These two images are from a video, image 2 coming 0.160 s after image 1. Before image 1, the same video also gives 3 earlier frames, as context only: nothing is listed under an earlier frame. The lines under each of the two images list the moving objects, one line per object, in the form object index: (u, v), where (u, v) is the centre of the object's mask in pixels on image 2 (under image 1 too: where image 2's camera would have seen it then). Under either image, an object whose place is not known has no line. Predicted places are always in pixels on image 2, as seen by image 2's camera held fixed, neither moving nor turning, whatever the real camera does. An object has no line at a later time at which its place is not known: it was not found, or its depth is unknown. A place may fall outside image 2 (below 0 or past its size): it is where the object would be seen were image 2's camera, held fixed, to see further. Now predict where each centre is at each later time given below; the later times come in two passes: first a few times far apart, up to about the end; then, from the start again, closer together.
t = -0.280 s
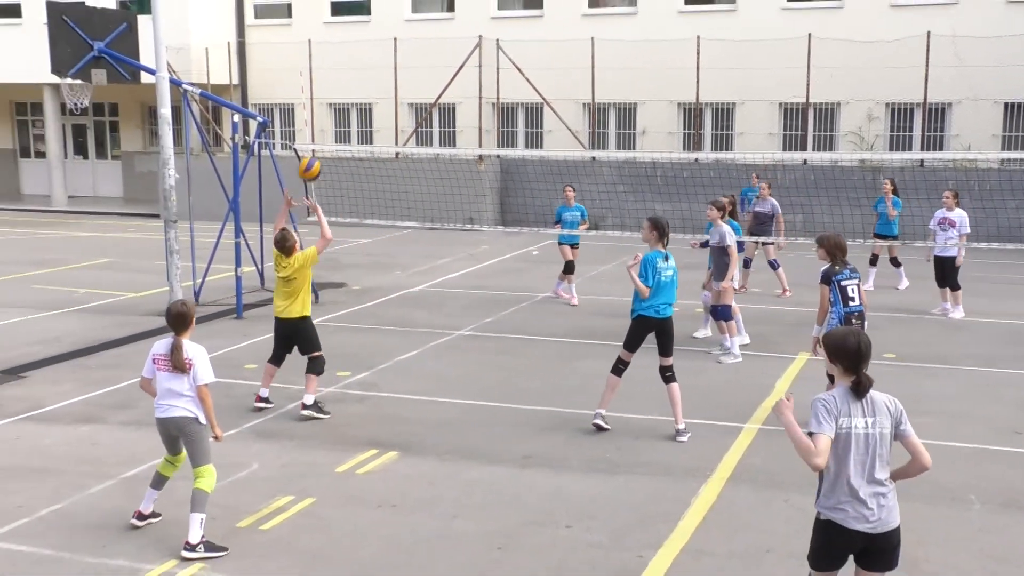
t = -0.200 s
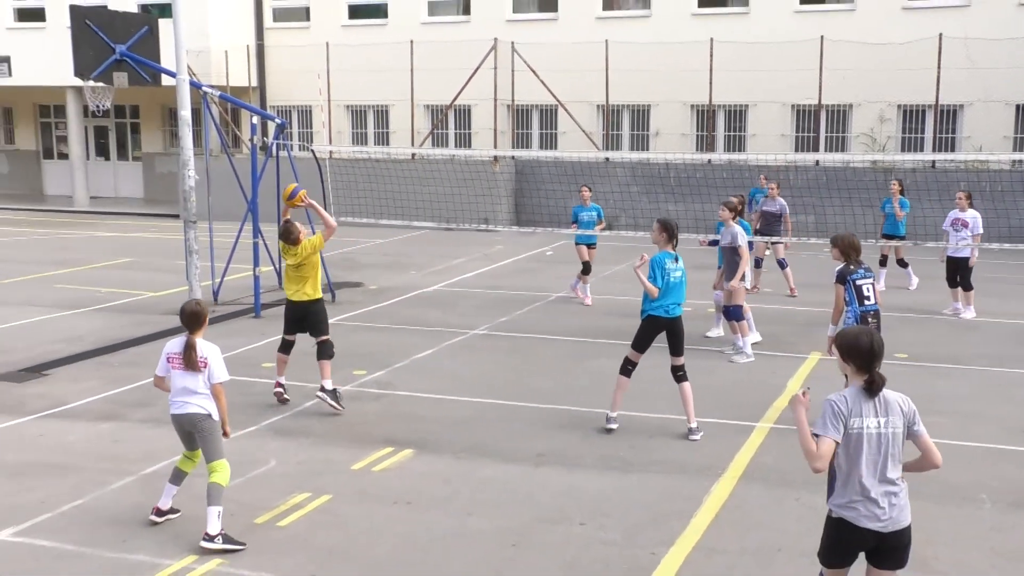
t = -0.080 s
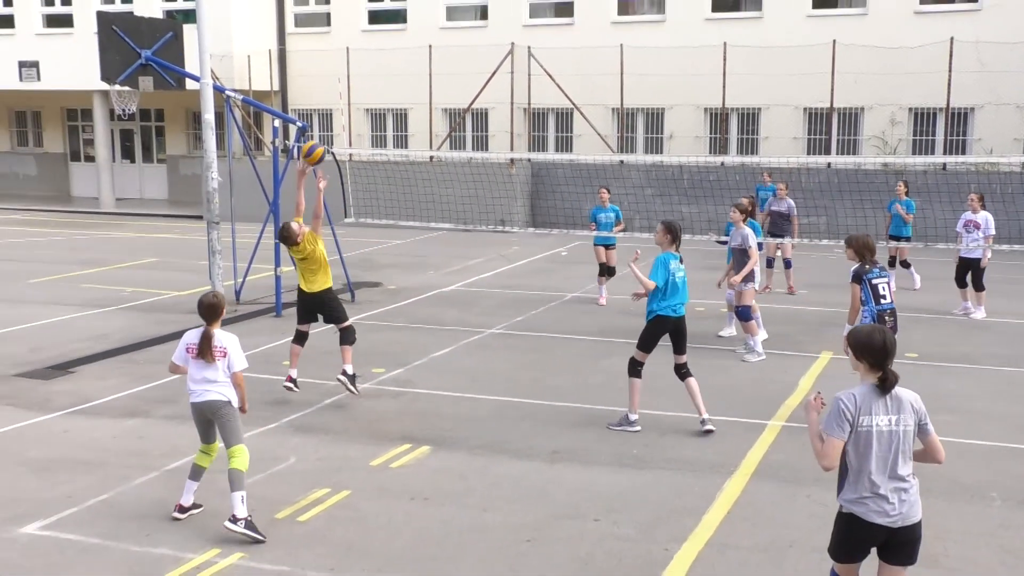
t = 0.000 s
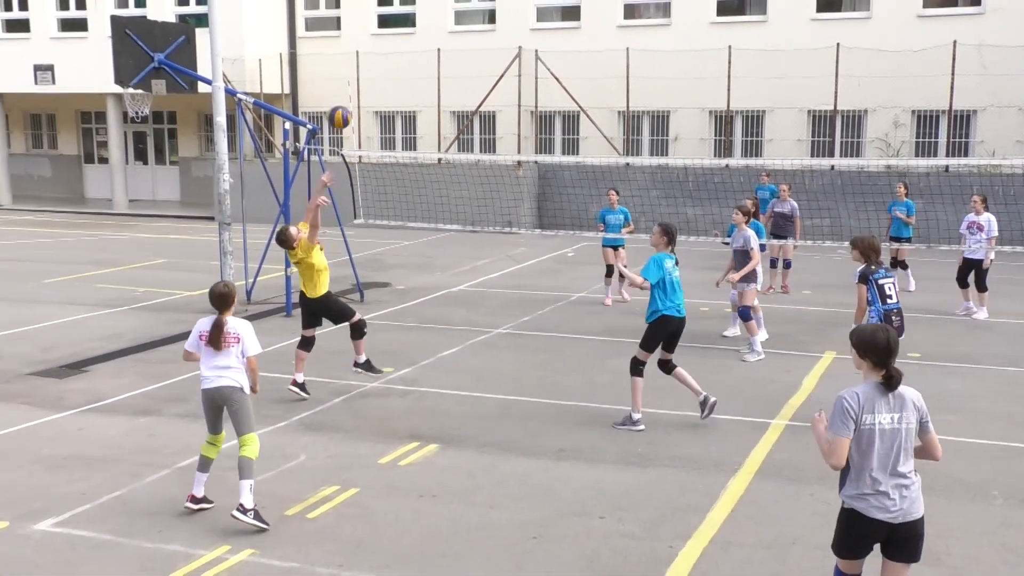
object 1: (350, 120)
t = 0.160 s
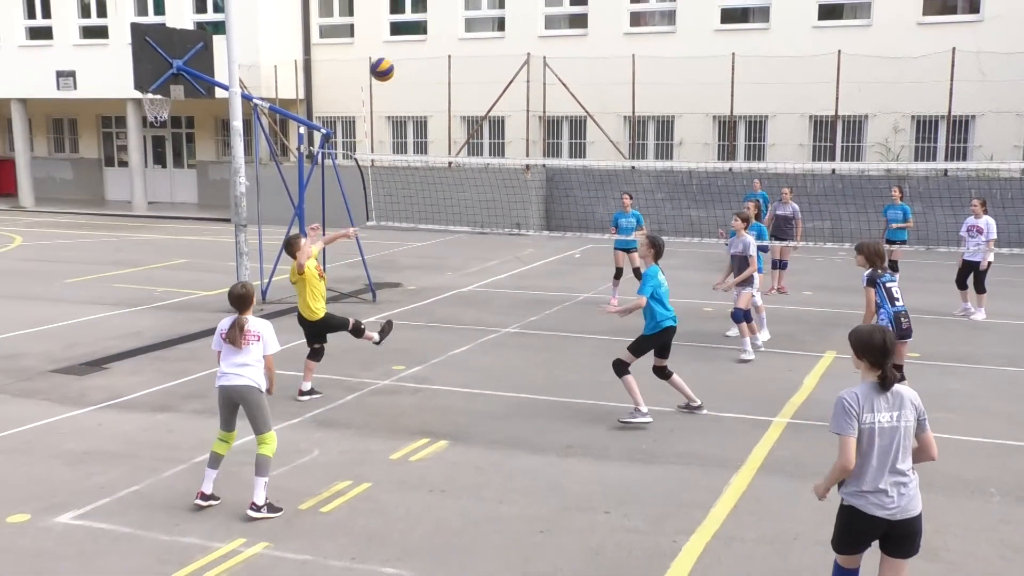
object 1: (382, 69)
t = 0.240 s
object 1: (398, 56)
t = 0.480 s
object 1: (445, 61)
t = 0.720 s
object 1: (488, 126)
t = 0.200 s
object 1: (390, 62)
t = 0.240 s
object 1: (398, 56)
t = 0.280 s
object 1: (406, 53)
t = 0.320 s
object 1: (414, 50)
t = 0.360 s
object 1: (422, 51)
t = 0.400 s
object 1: (429, 52)
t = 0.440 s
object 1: (437, 55)
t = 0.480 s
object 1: (445, 61)
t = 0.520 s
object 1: (453, 68)
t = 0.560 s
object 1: (460, 76)
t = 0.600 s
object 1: (467, 87)
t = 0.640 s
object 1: (475, 99)
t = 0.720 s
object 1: (488, 126)
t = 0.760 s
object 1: (495, 140)
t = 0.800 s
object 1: (501, 157)
